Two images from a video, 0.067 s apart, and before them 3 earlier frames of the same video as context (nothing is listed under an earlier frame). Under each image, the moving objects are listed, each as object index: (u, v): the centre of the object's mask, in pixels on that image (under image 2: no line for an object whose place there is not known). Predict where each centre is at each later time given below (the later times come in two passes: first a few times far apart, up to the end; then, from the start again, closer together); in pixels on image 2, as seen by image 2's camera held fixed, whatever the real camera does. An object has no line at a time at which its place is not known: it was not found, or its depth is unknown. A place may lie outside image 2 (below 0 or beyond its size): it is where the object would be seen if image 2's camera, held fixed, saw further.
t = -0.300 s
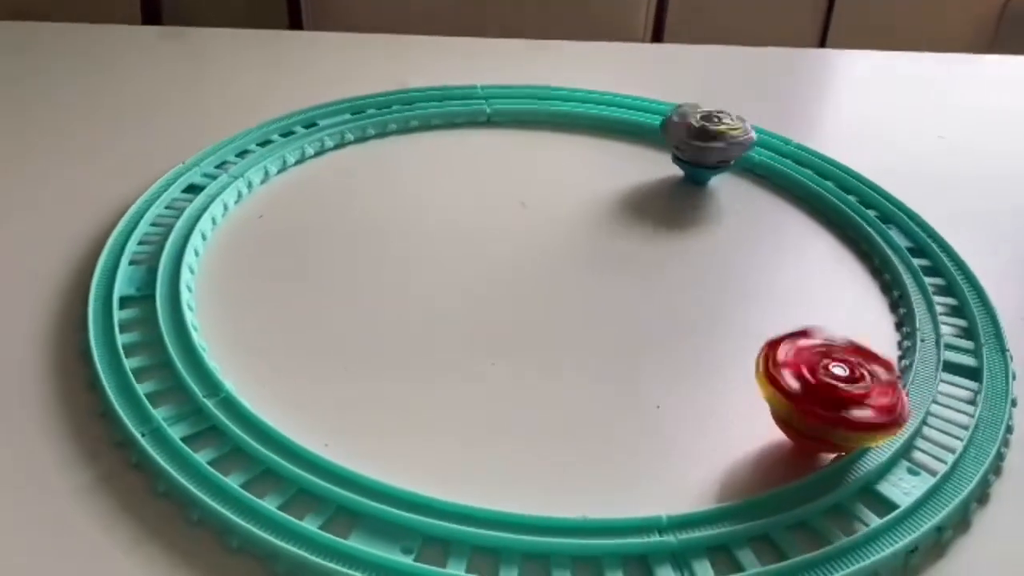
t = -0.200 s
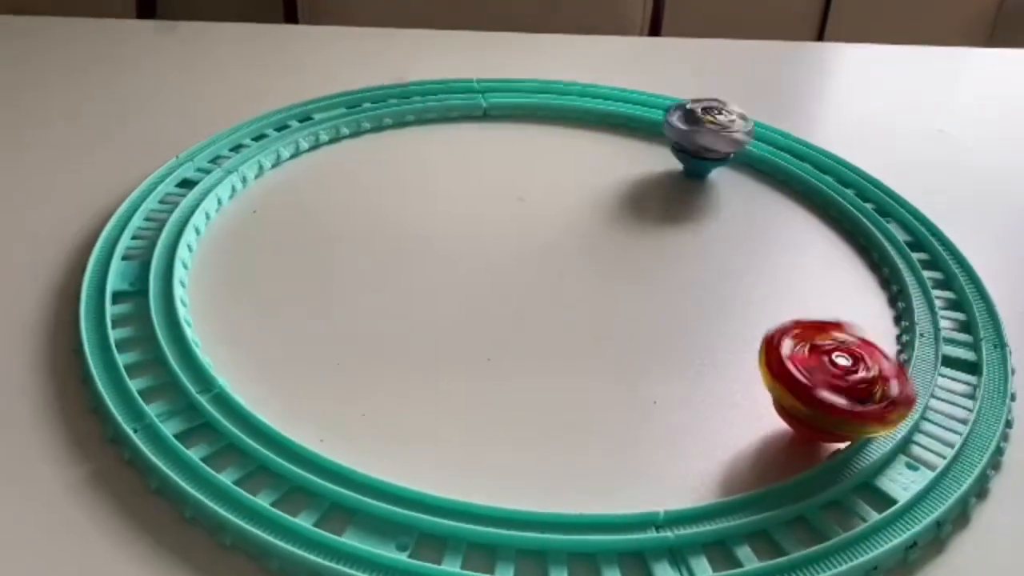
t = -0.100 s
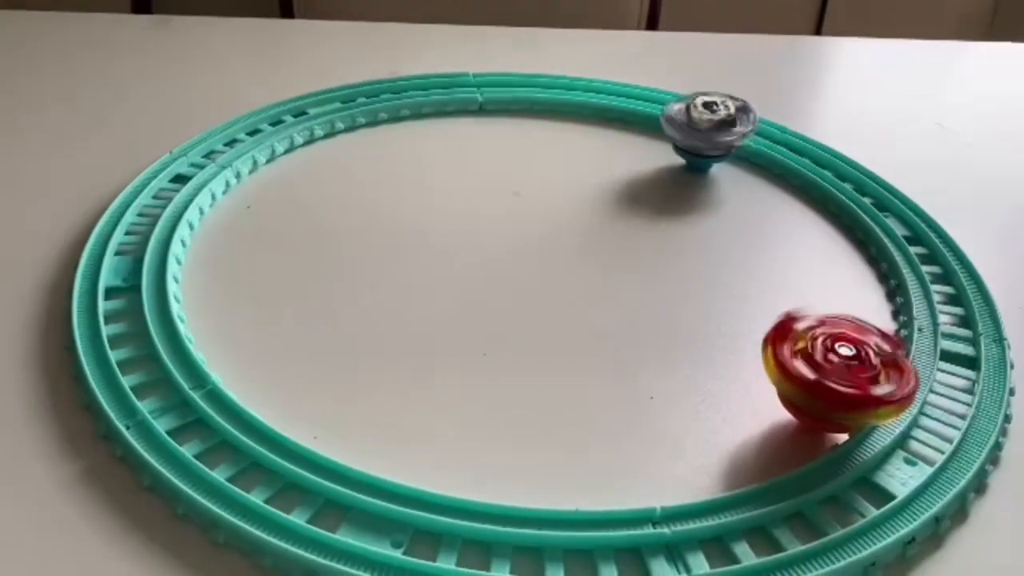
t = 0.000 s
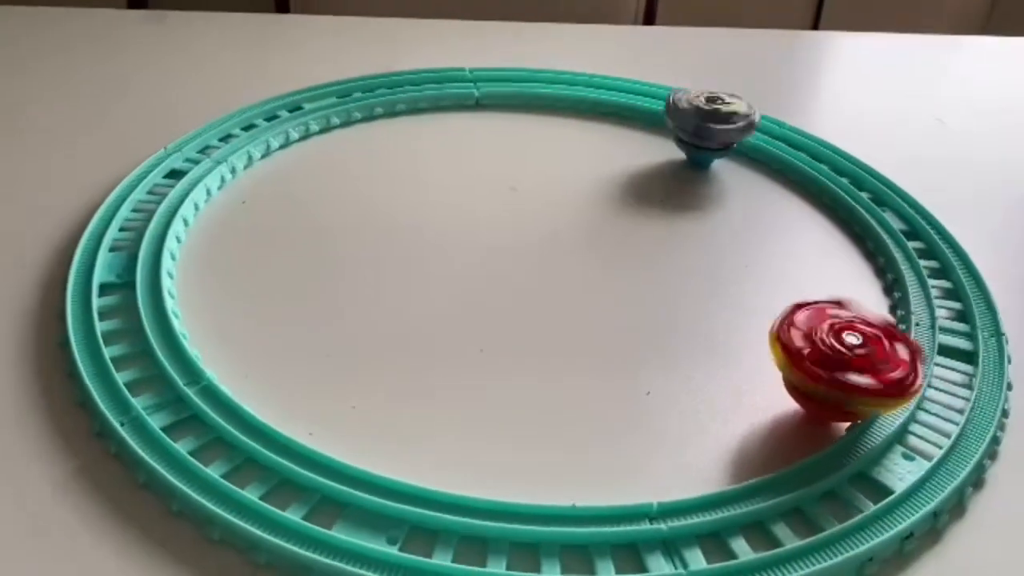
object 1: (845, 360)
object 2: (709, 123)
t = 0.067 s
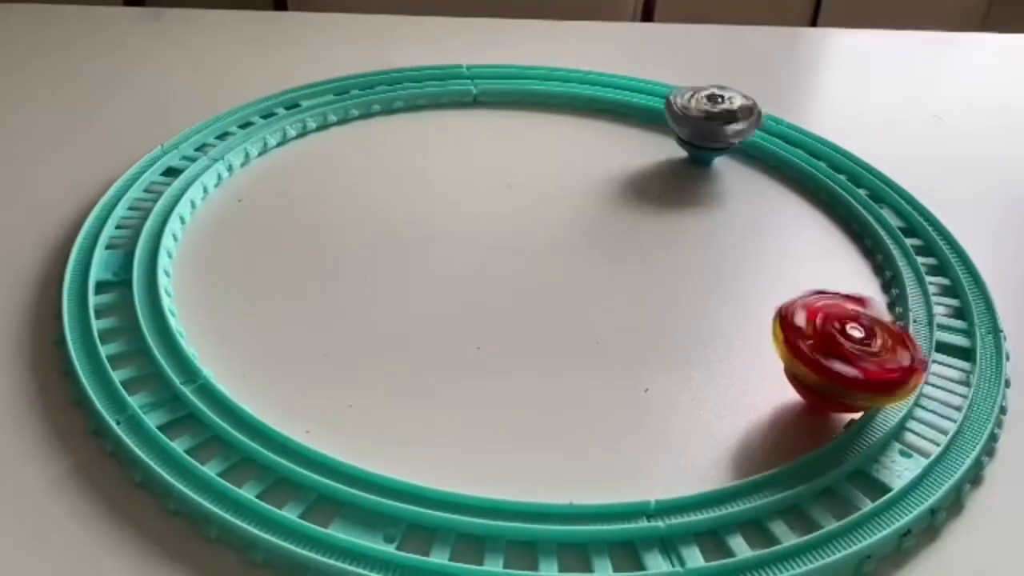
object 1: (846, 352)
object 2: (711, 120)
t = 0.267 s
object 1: (859, 338)
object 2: (723, 122)
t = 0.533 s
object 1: (873, 317)
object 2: (739, 127)
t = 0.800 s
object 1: (881, 302)
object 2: (746, 135)
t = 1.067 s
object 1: (878, 281)
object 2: (752, 141)
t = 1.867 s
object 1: (876, 250)
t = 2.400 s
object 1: (879, 245)
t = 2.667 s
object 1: (862, 245)
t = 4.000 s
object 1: (784, 235)
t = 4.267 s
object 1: (782, 232)
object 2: (755, 137)
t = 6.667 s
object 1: (785, 225)
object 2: (754, 136)
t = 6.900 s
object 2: (754, 136)
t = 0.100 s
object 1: (848, 349)
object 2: (711, 119)
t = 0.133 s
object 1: (851, 348)
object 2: (715, 120)
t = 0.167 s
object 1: (853, 346)
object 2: (715, 122)
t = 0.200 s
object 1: (855, 342)
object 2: (718, 122)
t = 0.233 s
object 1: (855, 339)
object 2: (720, 123)
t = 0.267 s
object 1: (859, 338)
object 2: (723, 122)
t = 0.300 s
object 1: (863, 336)
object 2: (725, 123)
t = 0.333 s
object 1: (864, 333)
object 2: (726, 123)
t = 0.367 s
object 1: (865, 330)
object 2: (729, 123)
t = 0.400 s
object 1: (866, 328)
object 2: (728, 125)
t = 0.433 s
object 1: (867, 326)
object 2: (732, 126)
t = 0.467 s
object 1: (871, 323)
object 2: (735, 127)
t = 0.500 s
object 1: (873, 319)
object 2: (737, 127)
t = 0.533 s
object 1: (873, 317)
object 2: (739, 127)
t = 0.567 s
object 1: (873, 313)
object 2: (738, 128)
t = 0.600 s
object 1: (876, 311)
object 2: (741, 130)
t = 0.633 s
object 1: (877, 309)
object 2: (740, 131)
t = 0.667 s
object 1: (878, 308)
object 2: (743, 131)
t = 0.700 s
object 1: (878, 307)
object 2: (744, 133)
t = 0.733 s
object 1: (879, 305)
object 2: (745, 133)
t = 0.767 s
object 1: (880, 302)
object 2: (746, 134)
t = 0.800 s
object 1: (881, 302)
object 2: (746, 135)
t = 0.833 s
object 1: (879, 299)
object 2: (749, 136)
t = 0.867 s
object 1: (879, 297)
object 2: (748, 138)
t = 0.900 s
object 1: (880, 295)
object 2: (749, 138)
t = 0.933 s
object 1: (883, 295)
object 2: (751, 139)
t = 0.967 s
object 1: (886, 293)
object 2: (751, 139)
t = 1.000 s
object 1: (887, 288)
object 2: (752, 140)
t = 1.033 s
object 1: (881, 285)
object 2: (751, 141)
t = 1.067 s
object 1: (878, 281)
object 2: (752, 141)
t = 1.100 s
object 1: (878, 280)
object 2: (752, 142)
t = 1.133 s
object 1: (879, 281)
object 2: (753, 142)
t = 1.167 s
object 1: (883, 279)
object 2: (753, 143)
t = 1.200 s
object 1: (887, 278)
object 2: (752, 143)
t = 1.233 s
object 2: (752, 143)
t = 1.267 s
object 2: (753, 144)
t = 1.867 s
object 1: (876, 250)
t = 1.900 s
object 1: (877, 253)
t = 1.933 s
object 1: (878, 253)
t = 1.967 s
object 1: (876, 251)
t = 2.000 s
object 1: (874, 249)
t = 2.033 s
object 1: (874, 248)
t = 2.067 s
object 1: (876, 247)
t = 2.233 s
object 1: (877, 243)
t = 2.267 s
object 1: (876, 245)
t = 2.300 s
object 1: (875, 247)
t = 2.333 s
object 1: (875, 248)
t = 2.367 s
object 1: (877, 247)
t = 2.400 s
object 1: (879, 245)
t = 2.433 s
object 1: (881, 245)
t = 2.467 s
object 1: (881, 243)
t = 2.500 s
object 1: (876, 241)
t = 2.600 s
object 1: (867, 246)
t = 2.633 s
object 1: (865, 248)
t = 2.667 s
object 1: (862, 245)
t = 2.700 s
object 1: (854, 242)
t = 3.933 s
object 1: (778, 230)
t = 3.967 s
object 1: (781, 234)
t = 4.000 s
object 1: (784, 235)
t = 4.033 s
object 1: (784, 234)
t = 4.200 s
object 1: (787, 232)
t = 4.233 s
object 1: (784, 232)
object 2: (755, 138)
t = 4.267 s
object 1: (782, 232)
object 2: (755, 137)
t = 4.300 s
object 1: (782, 231)
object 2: (755, 137)
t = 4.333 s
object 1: (782, 230)
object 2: (755, 137)
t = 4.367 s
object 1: (783, 229)
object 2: (755, 137)
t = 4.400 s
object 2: (755, 137)
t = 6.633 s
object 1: (785, 225)
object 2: (753, 136)
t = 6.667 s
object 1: (785, 225)
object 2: (754, 136)
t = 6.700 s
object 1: (785, 225)
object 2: (754, 136)
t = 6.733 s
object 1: (785, 226)
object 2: (754, 136)
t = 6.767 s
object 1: (785, 225)
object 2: (754, 136)
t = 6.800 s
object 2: (754, 136)
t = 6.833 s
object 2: (754, 136)
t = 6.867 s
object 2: (754, 136)
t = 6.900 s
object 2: (754, 136)
